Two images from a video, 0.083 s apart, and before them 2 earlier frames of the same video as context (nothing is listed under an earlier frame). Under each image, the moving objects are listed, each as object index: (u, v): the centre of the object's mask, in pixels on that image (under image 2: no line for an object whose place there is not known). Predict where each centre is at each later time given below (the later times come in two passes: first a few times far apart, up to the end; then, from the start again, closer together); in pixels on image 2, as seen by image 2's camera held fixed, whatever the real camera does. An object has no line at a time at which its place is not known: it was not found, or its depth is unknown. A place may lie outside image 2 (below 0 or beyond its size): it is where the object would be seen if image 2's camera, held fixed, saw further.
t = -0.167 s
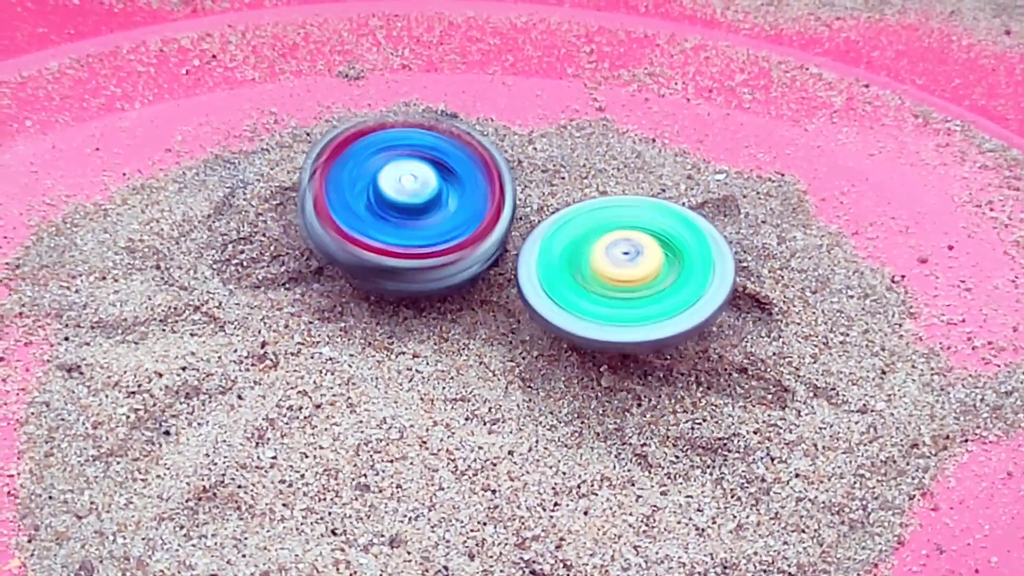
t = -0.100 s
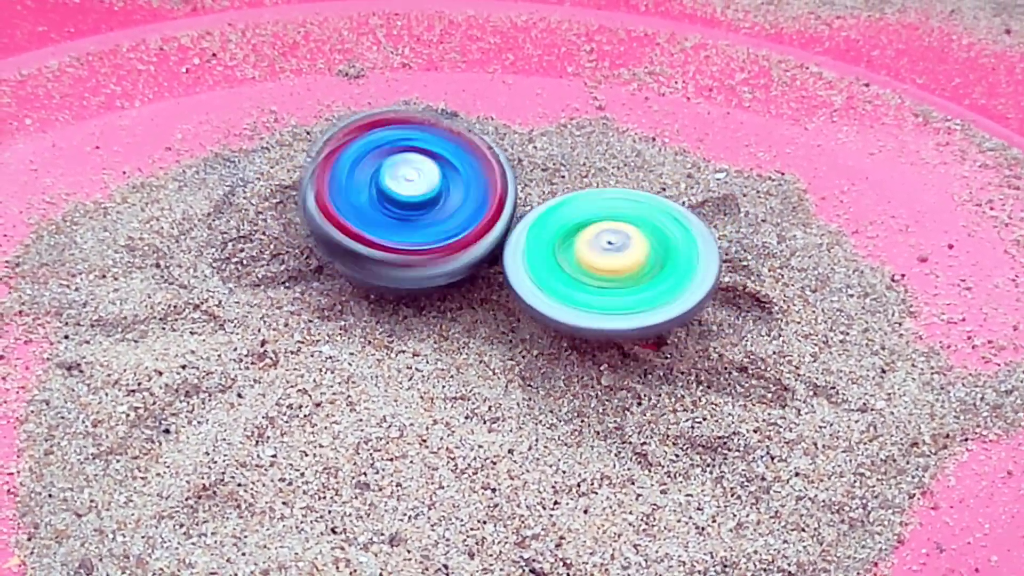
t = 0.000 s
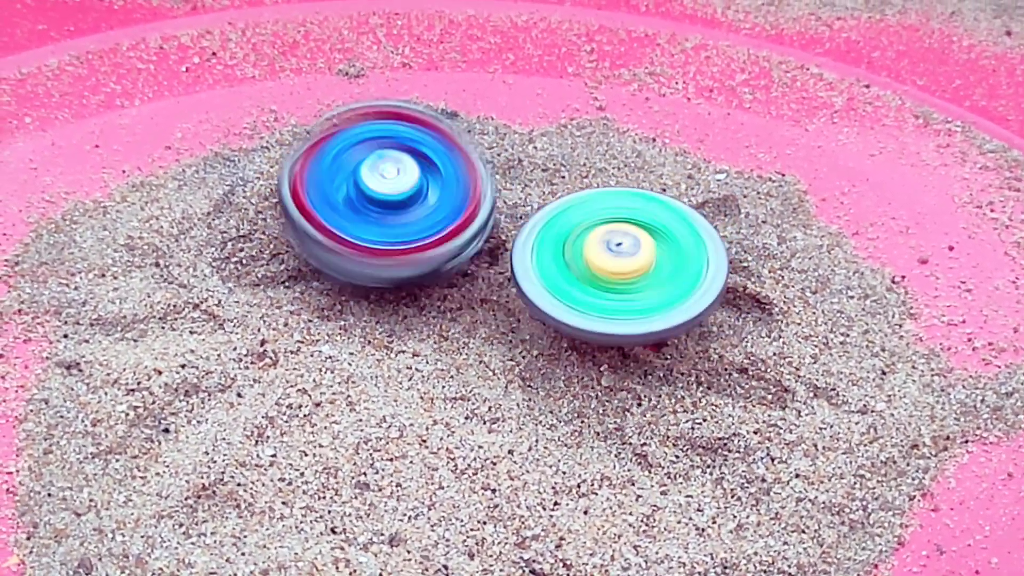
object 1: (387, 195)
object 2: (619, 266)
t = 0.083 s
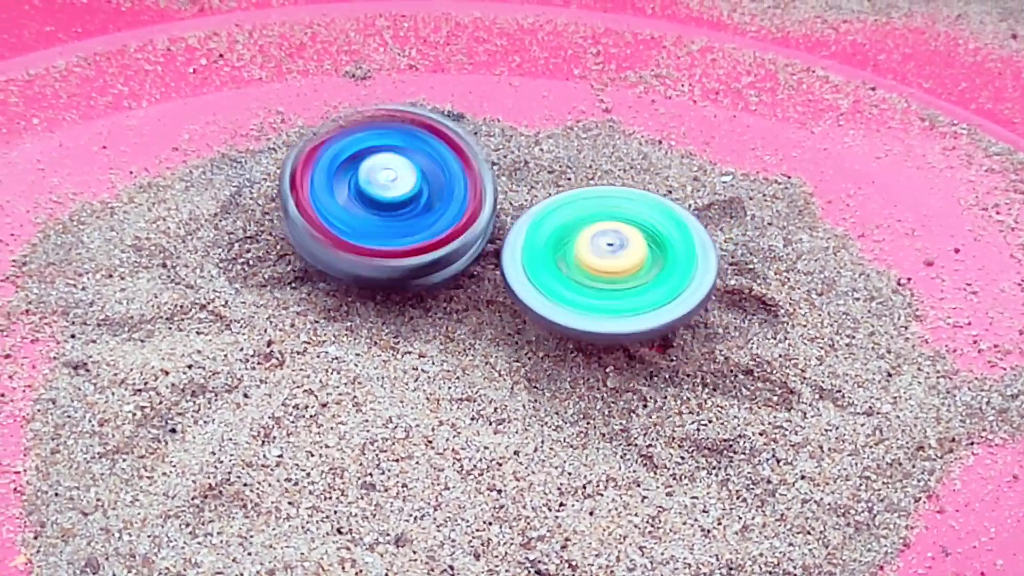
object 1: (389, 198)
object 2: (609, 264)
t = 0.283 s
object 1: (364, 201)
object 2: (624, 260)
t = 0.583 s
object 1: (361, 198)
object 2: (686, 251)
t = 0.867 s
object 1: (405, 211)
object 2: (667, 229)
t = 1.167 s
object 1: (394, 198)
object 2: (647, 230)
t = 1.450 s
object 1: (378, 218)
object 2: (610, 226)
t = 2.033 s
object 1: (353, 220)
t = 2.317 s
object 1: (350, 202)
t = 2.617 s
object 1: (396, 217)
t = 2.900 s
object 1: (407, 210)
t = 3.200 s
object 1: (401, 222)
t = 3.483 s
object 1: (382, 219)
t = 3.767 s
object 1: (380, 212)
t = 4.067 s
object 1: (375, 210)
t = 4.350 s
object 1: (362, 202)
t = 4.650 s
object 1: (381, 208)
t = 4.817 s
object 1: (384, 207)
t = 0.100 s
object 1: (388, 198)
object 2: (606, 262)
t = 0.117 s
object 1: (389, 199)
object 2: (602, 260)
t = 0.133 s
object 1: (390, 199)
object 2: (599, 259)
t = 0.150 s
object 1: (390, 201)
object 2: (596, 259)
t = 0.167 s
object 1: (382, 198)
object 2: (606, 262)
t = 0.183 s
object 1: (374, 196)
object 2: (613, 265)
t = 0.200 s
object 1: (368, 194)
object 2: (619, 265)
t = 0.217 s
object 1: (365, 194)
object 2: (620, 265)
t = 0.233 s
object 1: (364, 194)
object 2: (623, 264)
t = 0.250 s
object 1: (364, 197)
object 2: (623, 264)
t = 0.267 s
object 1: (363, 199)
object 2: (625, 262)
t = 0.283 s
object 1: (364, 201)
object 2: (624, 260)
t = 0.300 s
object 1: (367, 203)
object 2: (625, 258)
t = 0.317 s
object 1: (370, 204)
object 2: (623, 256)
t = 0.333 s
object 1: (374, 205)
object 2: (623, 255)
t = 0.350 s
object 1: (377, 206)
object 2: (622, 252)
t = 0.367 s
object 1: (380, 206)
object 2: (621, 250)
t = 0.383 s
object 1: (382, 205)
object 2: (620, 248)
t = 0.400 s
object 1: (385, 204)
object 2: (619, 247)
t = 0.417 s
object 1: (388, 202)
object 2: (617, 245)
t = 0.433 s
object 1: (393, 203)
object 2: (615, 243)
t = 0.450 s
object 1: (396, 202)
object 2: (611, 241)
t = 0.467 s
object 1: (394, 202)
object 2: (616, 241)
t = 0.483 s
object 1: (382, 197)
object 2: (637, 246)
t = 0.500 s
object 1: (372, 195)
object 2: (654, 250)
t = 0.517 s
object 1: (366, 194)
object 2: (668, 252)
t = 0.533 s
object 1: (364, 194)
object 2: (676, 253)
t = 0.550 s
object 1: (362, 196)
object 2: (683, 253)
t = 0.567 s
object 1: (360, 197)
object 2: (683, 252)
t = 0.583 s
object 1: (361, 198)
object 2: (686, 251)
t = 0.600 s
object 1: (362, 201)
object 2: (685, 250)
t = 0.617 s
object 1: (363, 204)
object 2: (687, 248)
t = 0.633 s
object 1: (364, 205)
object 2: (685, 246)
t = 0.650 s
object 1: (365, 206)
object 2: (685, 244)
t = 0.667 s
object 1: (366, 207)
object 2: (684, 242)
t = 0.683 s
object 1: (367, 207)
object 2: (685, 241)
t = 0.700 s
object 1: (369, 208)
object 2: (683, 239)
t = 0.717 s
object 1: (370, 208)
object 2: (683, 238)
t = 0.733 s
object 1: (372, 209)
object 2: (681, 236)
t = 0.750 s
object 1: (376, 209)
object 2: (680, 236)
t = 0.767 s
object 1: (378, 210)
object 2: (678, 234)
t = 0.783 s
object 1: (380, 209)
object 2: (677, 233)
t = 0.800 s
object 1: (385, 210)
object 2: (675, 232)
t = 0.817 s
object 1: (389, 210)
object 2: (674, 232)
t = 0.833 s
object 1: (393, 211)
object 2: (671, 230)
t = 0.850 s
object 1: (401, 210)
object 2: (669, 230)
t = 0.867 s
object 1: (405, 211)
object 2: (667, 229)
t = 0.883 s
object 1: (406, 211)
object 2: (664, 229)
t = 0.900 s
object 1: (407, 207)
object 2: (661, 227)
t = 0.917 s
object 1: (407, 207)
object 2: (658, 227)
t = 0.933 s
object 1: (405, 205)
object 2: (656, 226)
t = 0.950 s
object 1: (405, 204)
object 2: (653, 226)
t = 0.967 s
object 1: (406, 204)
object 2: (650, 225)
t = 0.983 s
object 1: (406, 206)
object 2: (646, 225)
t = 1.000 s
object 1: (404, 206)
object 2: (643, 224)
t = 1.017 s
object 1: (406, 203)
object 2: (638, 225)
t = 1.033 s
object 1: (410, 200)
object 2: (634, 225)
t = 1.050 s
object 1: (417, 197)
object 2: (631, 225)
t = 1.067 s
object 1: (412, 194)
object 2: (637, 227)
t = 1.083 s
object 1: (407, 191)
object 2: (647, 228)
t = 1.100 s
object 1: (404, 190)
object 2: (652, 230)
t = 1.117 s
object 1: (400, 191)
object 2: (654, 231)
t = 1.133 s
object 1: (396, 192)
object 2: (652, 231)
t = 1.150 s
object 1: (396, 194)
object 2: (651, 231)
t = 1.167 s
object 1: (394, 198)
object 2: (647, 230)
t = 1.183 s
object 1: (394, 200)
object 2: (646, 229)
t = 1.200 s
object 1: (395, 203)
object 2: (643, 228)
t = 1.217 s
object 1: (396, 207)
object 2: (641, 227)
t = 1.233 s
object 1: (396, 210)
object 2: (638, 227)
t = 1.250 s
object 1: (398, 212)
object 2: (637, 227)
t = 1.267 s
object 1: (399, 215)
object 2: (633, 225)
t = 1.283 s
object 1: (398, 216)
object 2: (632, 225)
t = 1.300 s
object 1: (398, 217)
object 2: (629, 225)
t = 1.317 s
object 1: (400, 219)
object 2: (626, 226)
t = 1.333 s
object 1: (398, 221)
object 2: (622, 225)
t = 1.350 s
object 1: (398, 221)
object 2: (620, 225)
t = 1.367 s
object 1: (399, 219)
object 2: (616, 225)
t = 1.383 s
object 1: (397, 220)
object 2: (615, 226)
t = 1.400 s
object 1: (390, 219)
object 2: (615, 226)
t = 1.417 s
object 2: (614, 227)
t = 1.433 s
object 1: (383, 218)
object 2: (611, 226)
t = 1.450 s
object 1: (378, 218)
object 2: (610, 226)
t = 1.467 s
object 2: (607, 225)
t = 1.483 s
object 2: (605, 226)
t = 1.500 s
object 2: (602, 226)
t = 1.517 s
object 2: (600, 226)
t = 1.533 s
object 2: (597, 225)
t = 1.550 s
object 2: (595, 225)
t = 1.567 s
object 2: (592, 224)
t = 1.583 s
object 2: (593, 225)
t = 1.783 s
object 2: (623, 224)
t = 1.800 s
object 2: (625, 223)
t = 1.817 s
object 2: (625, 223)
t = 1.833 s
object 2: (624, 222)
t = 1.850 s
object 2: (623, 222)
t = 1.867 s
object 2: (622, 220)
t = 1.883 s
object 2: (622, 220)
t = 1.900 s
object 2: (620, 219)
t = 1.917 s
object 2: (618, 219)
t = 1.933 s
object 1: (345, 229)
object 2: (616, 218)
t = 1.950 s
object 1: (345, 228)
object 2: (614, 218)
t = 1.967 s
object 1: (345, 226)
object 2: (611, 217)
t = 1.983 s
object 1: (347, 225)
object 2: (609, 217)
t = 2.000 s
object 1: (352, 224)
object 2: (605, 216)
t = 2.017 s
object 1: (353, 224)
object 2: (603, 217)
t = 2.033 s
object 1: (353, 220)
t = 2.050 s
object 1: (357, 216)
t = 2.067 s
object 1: (359, 214)
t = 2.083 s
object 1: (363, 212)
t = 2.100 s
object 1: (367, 211)
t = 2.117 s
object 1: (371, 210)
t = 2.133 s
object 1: (361, 205)
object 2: (614, 224)
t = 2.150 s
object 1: (352, 203)
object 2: (636, 229)
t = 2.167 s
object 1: (345, 202)
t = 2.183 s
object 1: (342, 203)
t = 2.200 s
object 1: (340, 204)
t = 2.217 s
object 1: (338, 204)
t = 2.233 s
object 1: (340, 202)
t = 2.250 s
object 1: (343, 202)
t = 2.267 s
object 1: (346, 203)
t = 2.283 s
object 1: (346, 203)
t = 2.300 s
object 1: (348, 201)
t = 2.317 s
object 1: (350, 202)
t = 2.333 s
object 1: (355, 204)
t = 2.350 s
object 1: (356, 206)
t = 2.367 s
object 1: (357, 207)
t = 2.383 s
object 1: (356, 208)
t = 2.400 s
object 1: (355, 210)
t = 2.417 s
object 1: (356, 210)
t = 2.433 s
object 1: (360, 210)
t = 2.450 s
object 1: (364, 211)
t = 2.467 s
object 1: (367, 211)
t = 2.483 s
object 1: (370, 211)
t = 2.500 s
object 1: (375, 212)
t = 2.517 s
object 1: (378, 213)
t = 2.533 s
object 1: (380, 213)
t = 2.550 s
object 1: (383, 214)
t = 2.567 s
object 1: (387, 215)
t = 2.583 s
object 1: (392, 218)
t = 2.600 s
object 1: (395, 219)
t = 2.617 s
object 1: (396, 217)
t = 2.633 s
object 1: (399, 217)
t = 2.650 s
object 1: (403, 217)
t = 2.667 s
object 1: (406, 216)
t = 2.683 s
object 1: (410, 216)
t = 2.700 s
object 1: (413, 218)
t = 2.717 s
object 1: (416, 219)
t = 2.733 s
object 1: (421, 218)
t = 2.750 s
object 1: (425, 218)
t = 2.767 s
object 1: (427, 219)
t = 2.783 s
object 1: (432, 223)
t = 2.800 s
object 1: (428, 221)
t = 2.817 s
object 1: (418, 217)
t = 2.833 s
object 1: (410, 214)
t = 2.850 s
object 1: (407, 212)
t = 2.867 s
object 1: (407, 211)
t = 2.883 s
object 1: (406, 210)
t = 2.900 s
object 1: (407, 210)
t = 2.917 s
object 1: (409, 213)
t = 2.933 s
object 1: (406, 211)
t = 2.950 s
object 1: (405, 210)
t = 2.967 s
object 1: (405, 211)
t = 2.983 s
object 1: (402, 213)
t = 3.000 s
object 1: (400, 212)
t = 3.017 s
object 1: (403, 213)
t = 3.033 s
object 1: (405, 213)
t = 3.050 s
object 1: (404, 214)
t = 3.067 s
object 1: (403, 215)
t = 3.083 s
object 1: (404, 214)
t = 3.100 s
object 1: (404, 215)
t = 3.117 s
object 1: (403, 216)
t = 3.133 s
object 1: (403, 218)
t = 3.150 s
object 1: (404, 217)
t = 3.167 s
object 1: (402, 218)
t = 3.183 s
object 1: (402, 221)
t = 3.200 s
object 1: (401, 222)
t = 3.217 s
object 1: (399, 221)
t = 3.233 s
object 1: (397, 221)
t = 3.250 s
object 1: (398, 221)
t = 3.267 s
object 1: (396, 222)
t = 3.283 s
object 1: (394, 221)
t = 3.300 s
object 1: (394, 223)
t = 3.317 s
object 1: (394, 223)
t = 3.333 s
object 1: (391, 223)
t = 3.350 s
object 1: (388, 222)
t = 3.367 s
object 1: (388, 222)
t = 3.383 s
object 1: (387, 221)
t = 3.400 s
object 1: (385, 221)
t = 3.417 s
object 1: (384, 220)
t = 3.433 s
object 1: (385, 220)
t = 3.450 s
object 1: (385, 218)
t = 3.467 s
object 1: (383, 218)
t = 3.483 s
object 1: (382, 219)
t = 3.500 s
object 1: (383, 216)
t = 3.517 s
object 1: (381, 215)
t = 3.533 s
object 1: (382, 215)
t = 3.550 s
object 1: (383, 213)
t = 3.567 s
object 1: (385, 211)
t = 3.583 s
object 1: (384, 211)
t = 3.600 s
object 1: (385, 212)
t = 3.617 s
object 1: (386, 211)
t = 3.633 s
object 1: (385, 210)
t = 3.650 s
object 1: (382, 210)
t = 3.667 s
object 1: (379, 209)
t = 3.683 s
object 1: (378, 210)
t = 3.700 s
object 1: (377, 210)
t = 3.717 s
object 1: (380, 211)
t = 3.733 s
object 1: (381, 211)
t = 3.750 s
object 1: (379, 210)
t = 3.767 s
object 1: (380, 212)
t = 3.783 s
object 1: (381, 213)
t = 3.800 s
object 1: (381, 214)
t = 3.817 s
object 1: (382, 220)
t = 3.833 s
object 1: (382, 220)
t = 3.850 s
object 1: (381, 220)
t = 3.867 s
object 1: (384, 221)
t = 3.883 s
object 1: (388, 221)
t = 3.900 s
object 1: (387, 219)
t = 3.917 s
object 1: (384, 219)
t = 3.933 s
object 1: (384, 217)
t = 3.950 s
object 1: (382, 214)
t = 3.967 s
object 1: (381, 215)
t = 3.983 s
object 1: (379, 216)
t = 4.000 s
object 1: (376, 212)
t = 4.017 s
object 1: (375, 210)
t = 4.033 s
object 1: (377, 211)
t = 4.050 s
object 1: (377, 210)
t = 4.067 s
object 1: (375, 210)
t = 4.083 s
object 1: (376, 208)
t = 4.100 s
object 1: (378, 207)
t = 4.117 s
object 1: (379, 207)
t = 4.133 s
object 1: (381, 208)
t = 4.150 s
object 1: (381, 206)
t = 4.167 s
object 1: (375, 205)
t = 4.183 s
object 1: (372, 204)
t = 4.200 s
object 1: (369, 201)
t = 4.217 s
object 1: (367, 200)
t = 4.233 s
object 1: (369, 201)
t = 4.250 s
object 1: (368, 202)
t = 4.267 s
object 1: (364, 204)
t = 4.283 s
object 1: (361, 206)
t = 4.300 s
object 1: (357, 203)
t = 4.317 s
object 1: (357, 202)
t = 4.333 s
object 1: (361, 202)
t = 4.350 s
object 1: (362, 202)
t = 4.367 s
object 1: (364, 203)
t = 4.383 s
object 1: (368, 203)
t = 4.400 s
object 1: (370, 206)
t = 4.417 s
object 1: (372, 211)
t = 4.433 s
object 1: (372, 212)
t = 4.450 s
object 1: (368, 212)
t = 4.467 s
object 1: (372, 211)
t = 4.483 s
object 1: (372, 211)
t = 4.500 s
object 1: (371, 213)
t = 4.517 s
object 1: (370, 213)
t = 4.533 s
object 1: (366, 211)
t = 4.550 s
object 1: (368, 209)
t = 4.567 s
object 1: (373, 208)
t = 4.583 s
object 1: (372, 207)
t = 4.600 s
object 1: (375, 208)
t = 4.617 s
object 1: (377, 207)
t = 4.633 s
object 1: (378, 208)
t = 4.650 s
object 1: (381, 208)
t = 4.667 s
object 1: (380, 206)
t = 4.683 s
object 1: (380, 206)
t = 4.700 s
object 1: (385, 203)
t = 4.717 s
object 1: (386, 203)
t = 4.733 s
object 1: (390, 202)
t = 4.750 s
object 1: (389, 204)
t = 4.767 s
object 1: (388, 202)
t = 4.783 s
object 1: (391, 204)
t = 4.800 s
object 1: (388, 205)
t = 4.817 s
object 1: (384, 207)
